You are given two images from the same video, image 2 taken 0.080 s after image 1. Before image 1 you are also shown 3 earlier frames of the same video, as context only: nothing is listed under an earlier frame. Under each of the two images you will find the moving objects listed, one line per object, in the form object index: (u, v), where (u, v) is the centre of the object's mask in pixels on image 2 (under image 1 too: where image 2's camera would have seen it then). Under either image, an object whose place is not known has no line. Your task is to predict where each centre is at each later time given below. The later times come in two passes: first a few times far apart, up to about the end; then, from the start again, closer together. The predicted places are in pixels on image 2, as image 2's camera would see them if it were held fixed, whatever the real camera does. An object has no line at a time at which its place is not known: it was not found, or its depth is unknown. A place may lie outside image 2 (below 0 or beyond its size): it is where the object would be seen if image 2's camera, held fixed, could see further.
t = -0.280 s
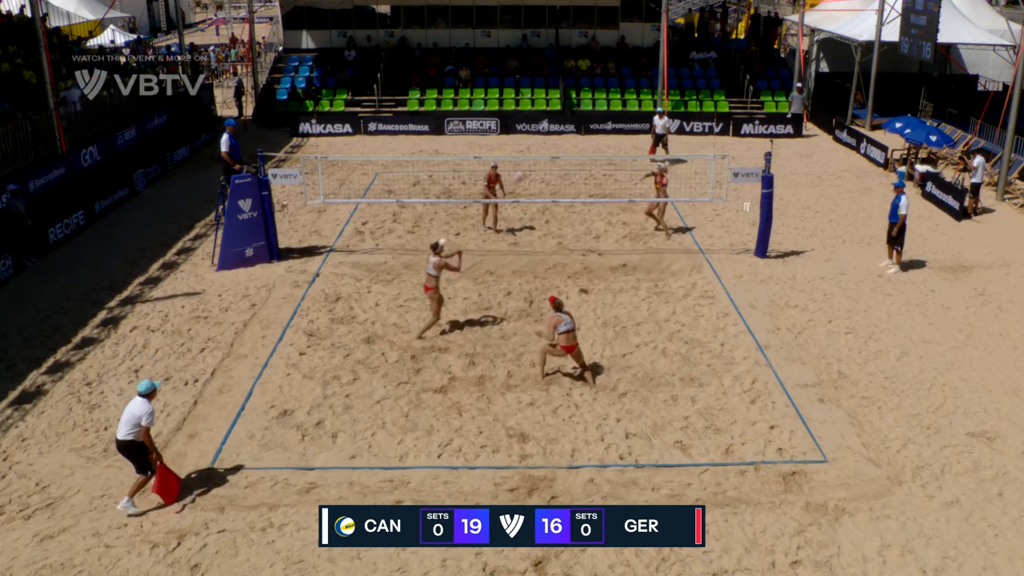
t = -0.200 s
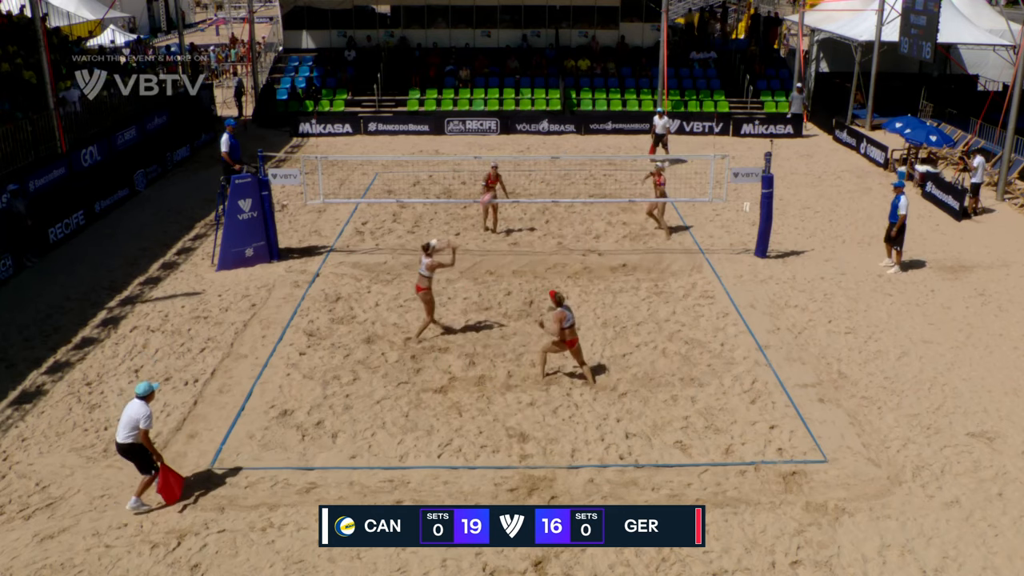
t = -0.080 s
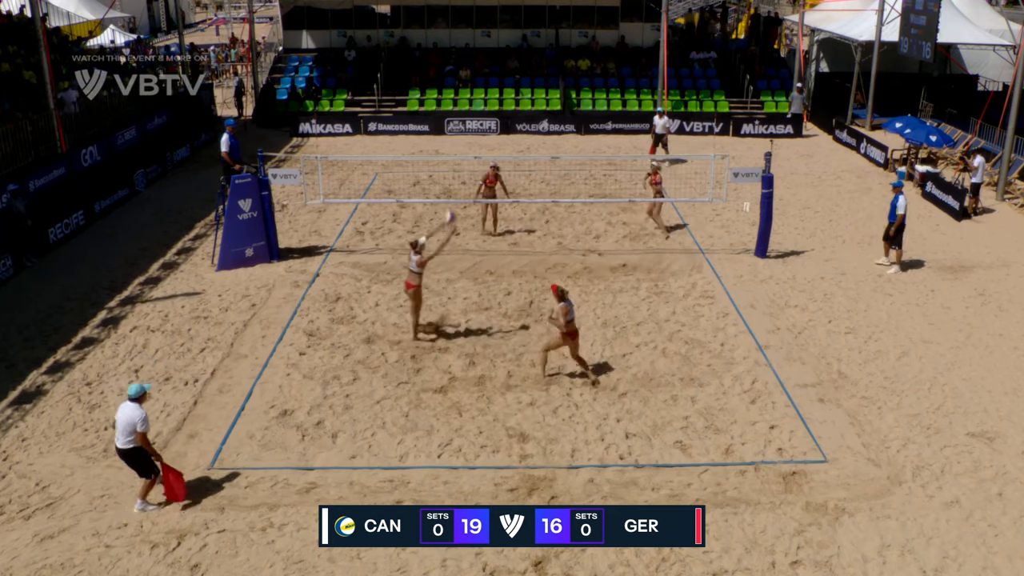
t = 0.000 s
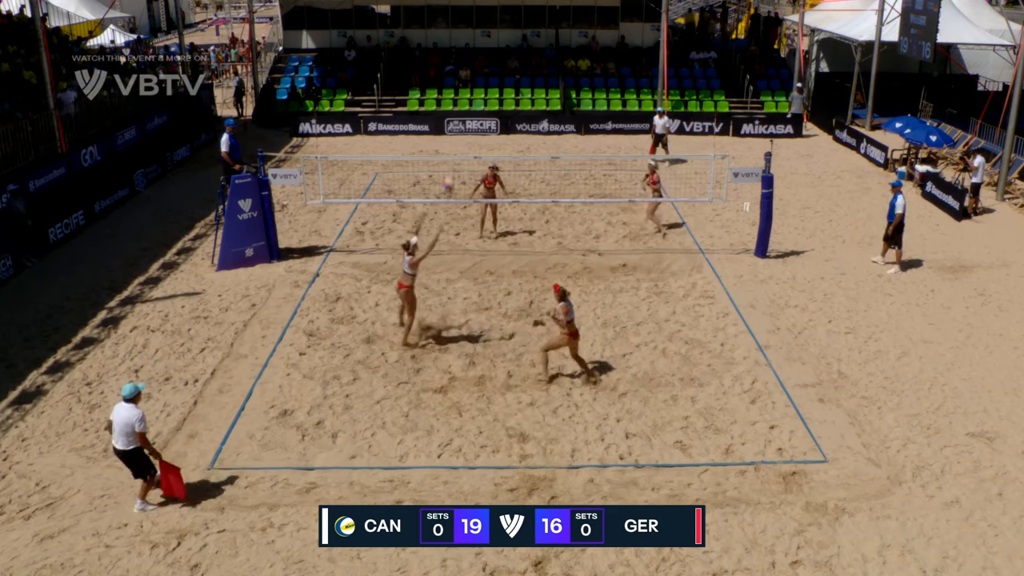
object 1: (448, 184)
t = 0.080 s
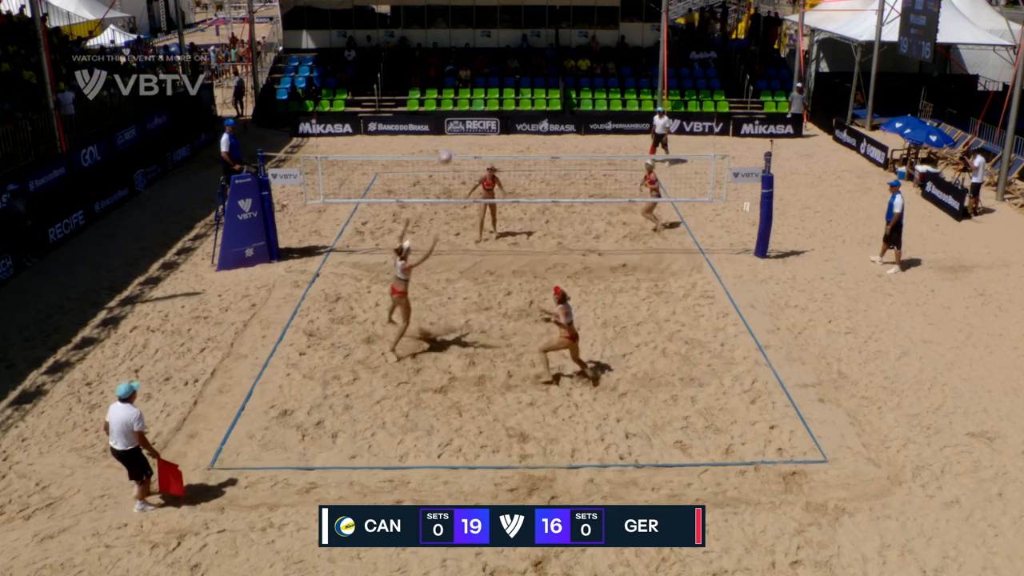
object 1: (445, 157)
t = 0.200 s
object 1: (441, 120)
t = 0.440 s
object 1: (435, 72)
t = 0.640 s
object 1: (431, 59)
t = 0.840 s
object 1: (427, 72)
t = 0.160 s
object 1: (441, 130)
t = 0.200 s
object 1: (441, 120)
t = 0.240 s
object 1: (440, 110)
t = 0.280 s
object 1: (438, 99)
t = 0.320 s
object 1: (437, 91)
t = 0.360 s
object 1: (437, 84)
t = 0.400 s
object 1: (436, 77)
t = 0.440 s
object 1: (435, 72)
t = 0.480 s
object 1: (434, 67)
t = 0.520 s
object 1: (433, 63)
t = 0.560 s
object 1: (432, 61)
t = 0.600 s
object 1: (431, 60)
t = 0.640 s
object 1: (431, 59)
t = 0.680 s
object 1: (430, 59)
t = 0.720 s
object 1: (429, 61)
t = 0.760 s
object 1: (428, 63)
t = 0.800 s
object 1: (427, 67)
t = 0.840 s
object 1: (427, 72)
